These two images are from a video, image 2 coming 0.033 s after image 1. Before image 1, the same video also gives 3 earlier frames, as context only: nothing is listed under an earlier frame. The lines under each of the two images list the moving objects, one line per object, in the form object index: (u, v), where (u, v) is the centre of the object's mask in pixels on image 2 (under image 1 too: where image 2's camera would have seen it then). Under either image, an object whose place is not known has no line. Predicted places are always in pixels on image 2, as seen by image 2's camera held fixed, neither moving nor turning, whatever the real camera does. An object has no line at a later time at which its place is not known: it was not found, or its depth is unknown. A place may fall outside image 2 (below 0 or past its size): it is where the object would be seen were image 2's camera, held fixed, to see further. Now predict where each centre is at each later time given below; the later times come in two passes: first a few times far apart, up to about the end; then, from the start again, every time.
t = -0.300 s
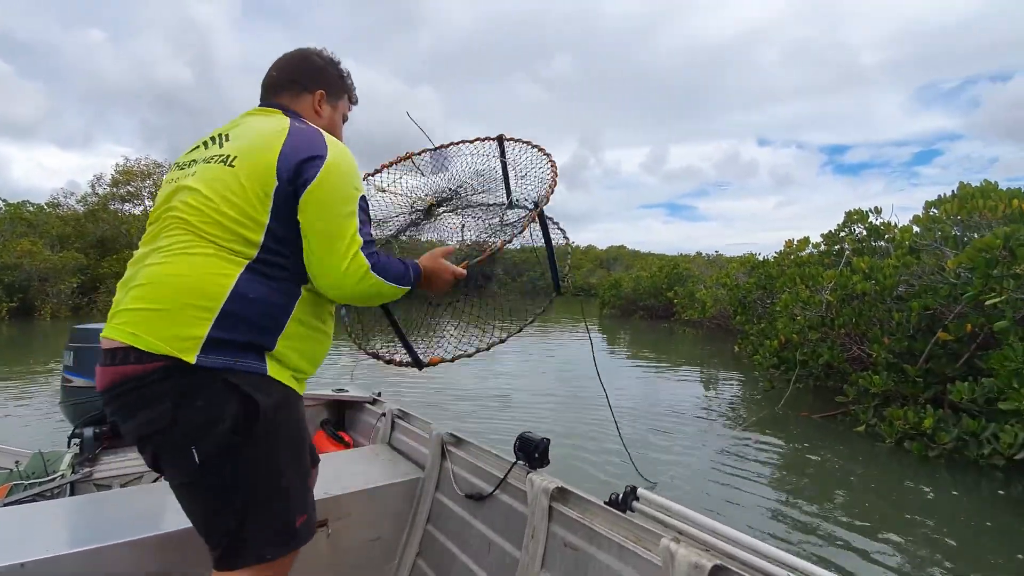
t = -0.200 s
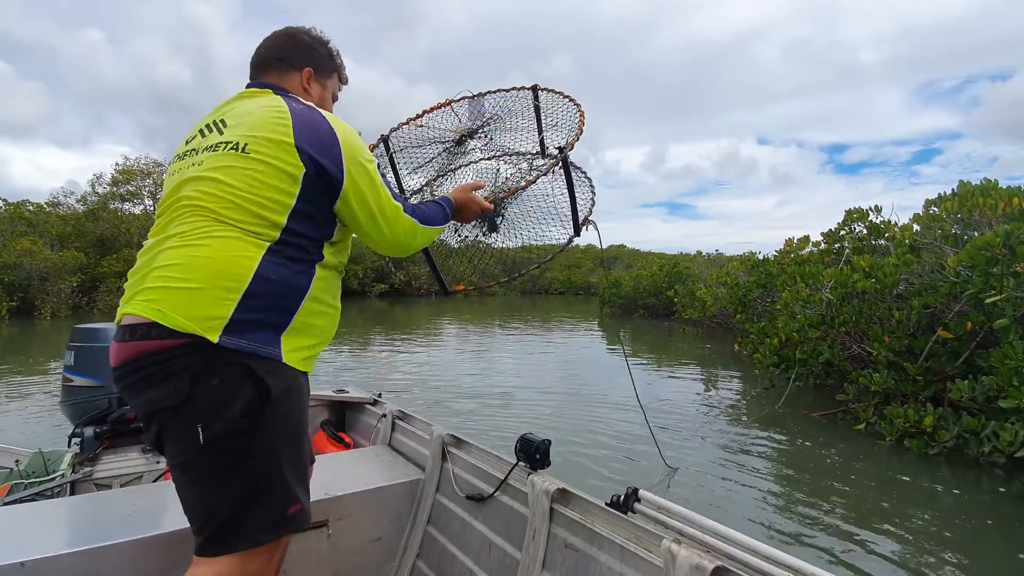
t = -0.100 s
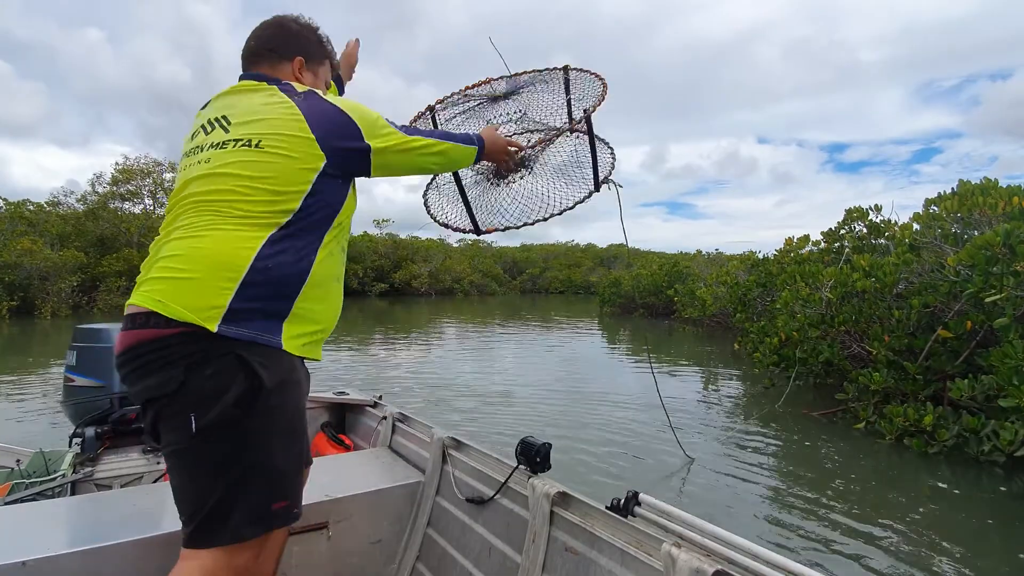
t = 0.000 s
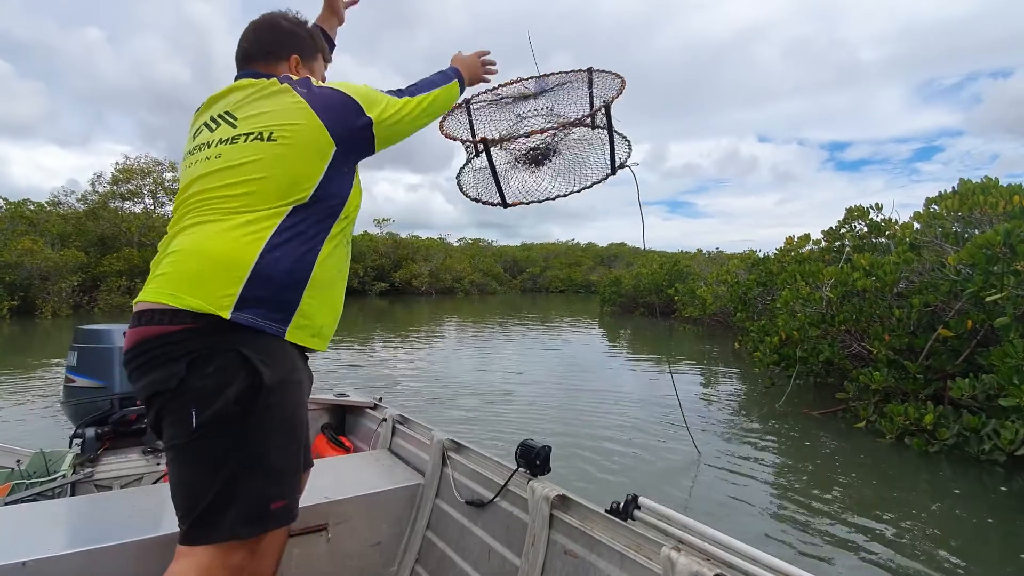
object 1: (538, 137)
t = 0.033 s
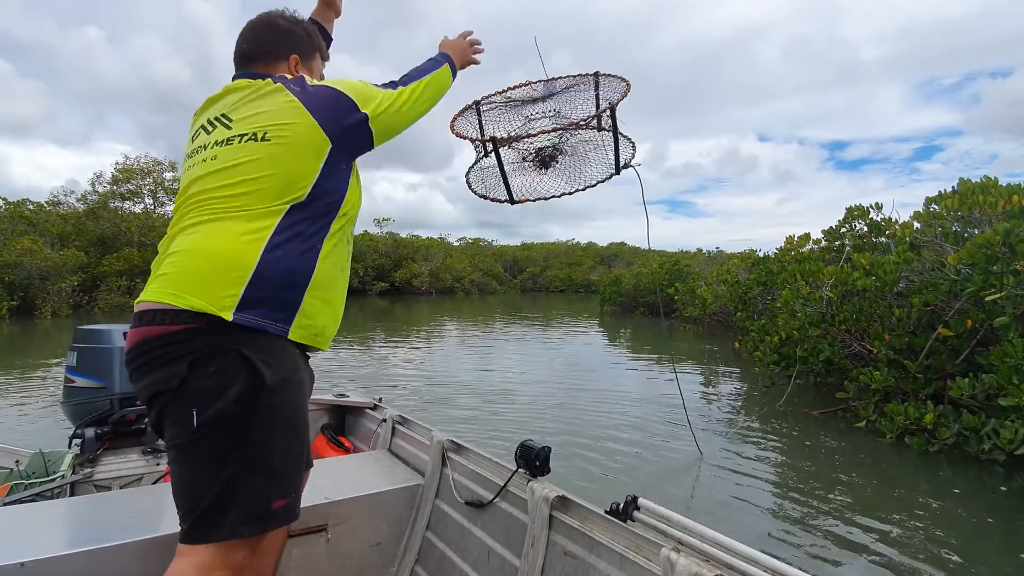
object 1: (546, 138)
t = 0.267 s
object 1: (586, 188)
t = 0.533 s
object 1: (612, 306)
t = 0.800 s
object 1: (623, 393)
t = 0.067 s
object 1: (553, 140)
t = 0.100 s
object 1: (560, 145)
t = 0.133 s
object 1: (566, 151)
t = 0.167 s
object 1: (571, 159)
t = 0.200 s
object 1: (577, 168)
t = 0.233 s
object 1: (582, 177)
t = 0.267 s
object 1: (586, 188)
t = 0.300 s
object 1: (590, 201)
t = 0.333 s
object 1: (593, 214)
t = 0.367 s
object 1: (597, 227)
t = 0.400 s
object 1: (596, 246)
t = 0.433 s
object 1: (603, 258)
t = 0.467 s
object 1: (607, 272)
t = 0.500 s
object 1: (609, 291)
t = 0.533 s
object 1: (612, 306)
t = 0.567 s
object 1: (613, 326)
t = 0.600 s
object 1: (615, 344)
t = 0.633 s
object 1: (618, 362)
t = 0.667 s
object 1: (620, 371)
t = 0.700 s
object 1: (623, 385)
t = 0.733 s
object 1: (623, 390)
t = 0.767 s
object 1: (626, 389)
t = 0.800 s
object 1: (623, 393)
